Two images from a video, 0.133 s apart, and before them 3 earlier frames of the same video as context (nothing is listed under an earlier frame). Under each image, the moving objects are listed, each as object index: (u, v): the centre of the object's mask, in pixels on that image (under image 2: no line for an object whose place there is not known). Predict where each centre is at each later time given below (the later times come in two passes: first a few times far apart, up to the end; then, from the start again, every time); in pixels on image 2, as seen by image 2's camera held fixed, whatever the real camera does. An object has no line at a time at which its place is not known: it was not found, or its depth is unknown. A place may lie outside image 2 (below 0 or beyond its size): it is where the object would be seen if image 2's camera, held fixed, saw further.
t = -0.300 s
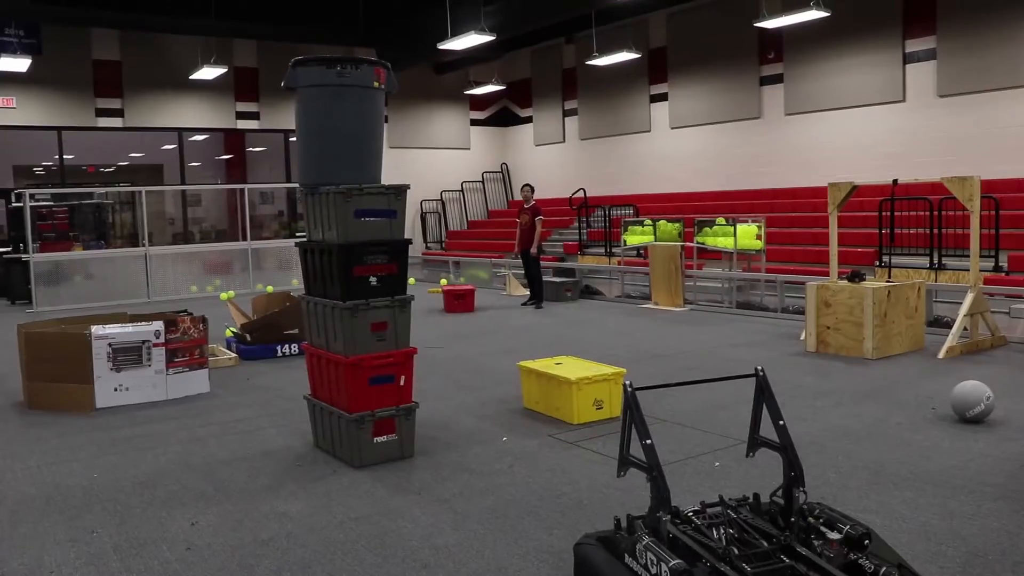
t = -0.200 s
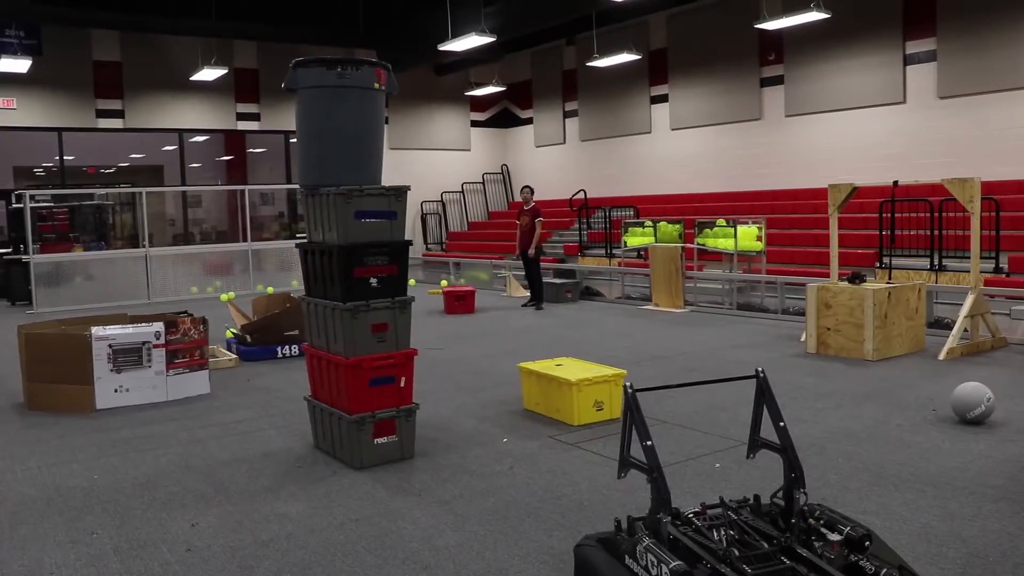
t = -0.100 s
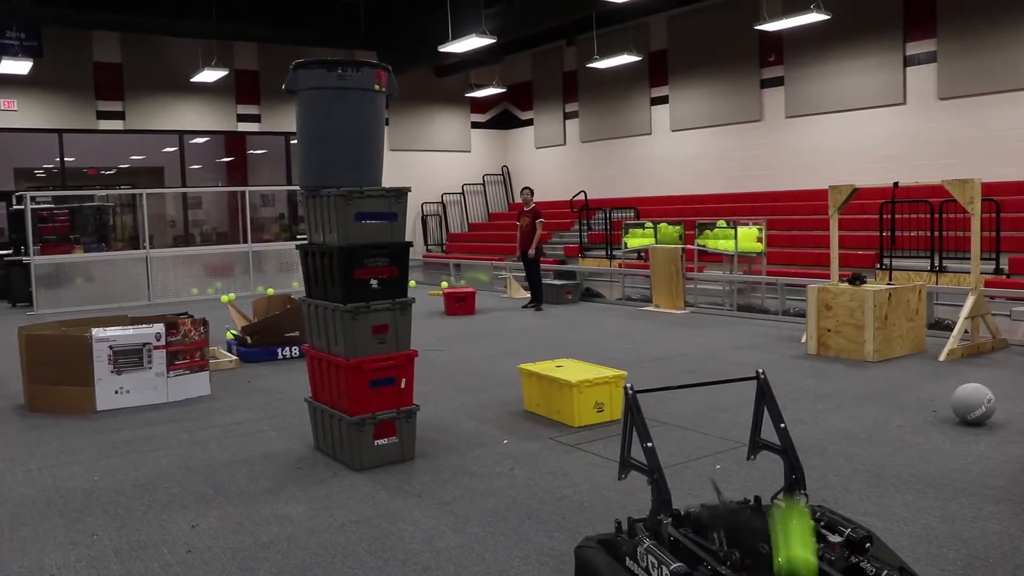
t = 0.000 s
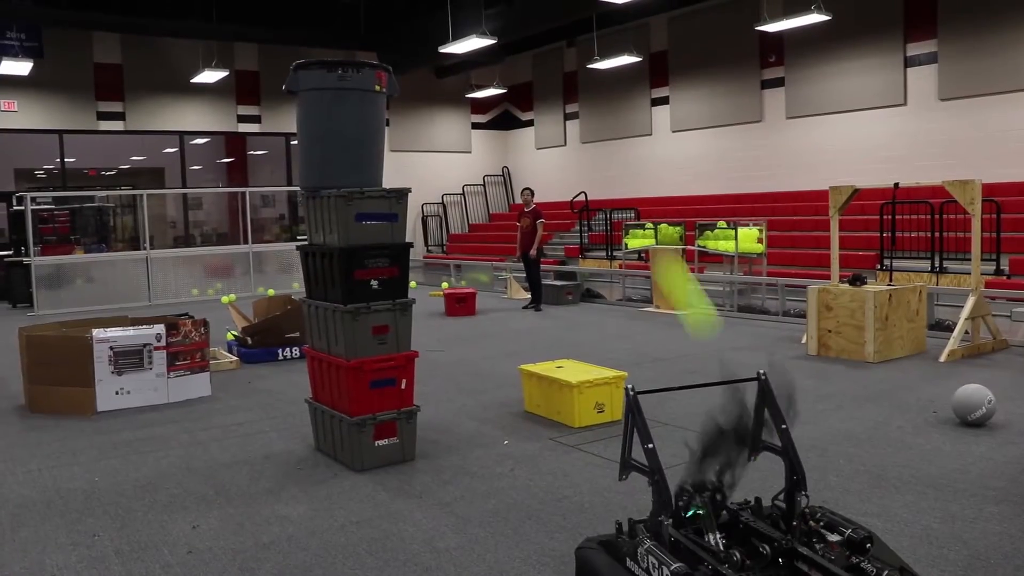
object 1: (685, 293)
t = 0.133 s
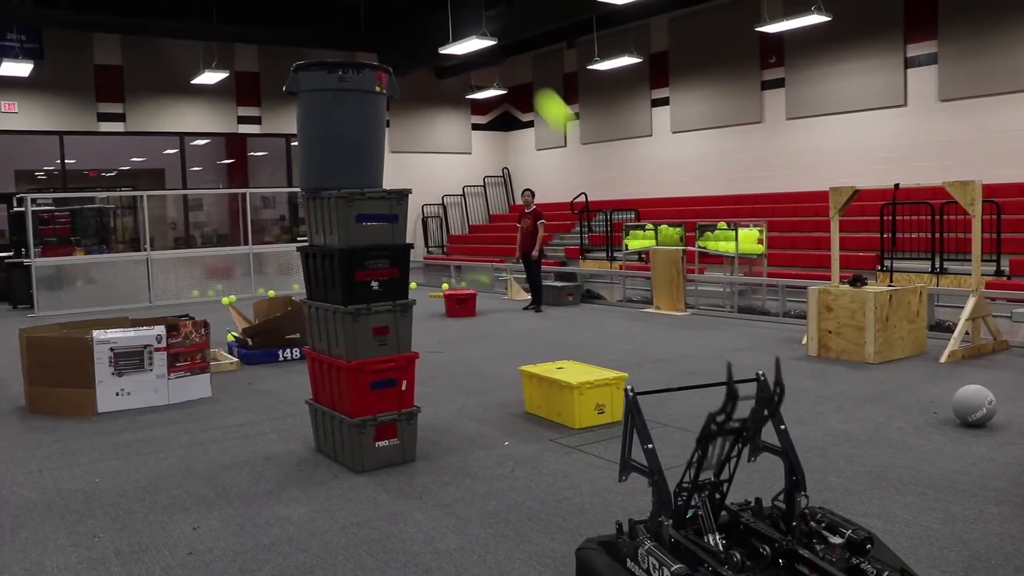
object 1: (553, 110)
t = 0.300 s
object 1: (468, 29)
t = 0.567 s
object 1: (402, 30)
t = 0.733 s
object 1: (379, 60)
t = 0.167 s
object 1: (533, 86)
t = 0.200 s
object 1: (514, 67)
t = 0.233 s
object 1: (499, 53)
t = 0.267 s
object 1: (483, 38)
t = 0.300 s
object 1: (468, 29)
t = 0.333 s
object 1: (458, 24)
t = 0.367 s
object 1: (447, 20)
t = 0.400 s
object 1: (437, 18)
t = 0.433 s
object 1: (430, 18)
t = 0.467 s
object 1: (421, 19)
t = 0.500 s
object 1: (414, 22)
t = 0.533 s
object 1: (408, 25)
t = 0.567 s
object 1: (402, 30)
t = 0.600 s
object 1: (396, 36)
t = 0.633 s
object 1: (391, 42)
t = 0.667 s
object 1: (386, 49)
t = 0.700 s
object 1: (382, 56)
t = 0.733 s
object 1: (379, 60)
